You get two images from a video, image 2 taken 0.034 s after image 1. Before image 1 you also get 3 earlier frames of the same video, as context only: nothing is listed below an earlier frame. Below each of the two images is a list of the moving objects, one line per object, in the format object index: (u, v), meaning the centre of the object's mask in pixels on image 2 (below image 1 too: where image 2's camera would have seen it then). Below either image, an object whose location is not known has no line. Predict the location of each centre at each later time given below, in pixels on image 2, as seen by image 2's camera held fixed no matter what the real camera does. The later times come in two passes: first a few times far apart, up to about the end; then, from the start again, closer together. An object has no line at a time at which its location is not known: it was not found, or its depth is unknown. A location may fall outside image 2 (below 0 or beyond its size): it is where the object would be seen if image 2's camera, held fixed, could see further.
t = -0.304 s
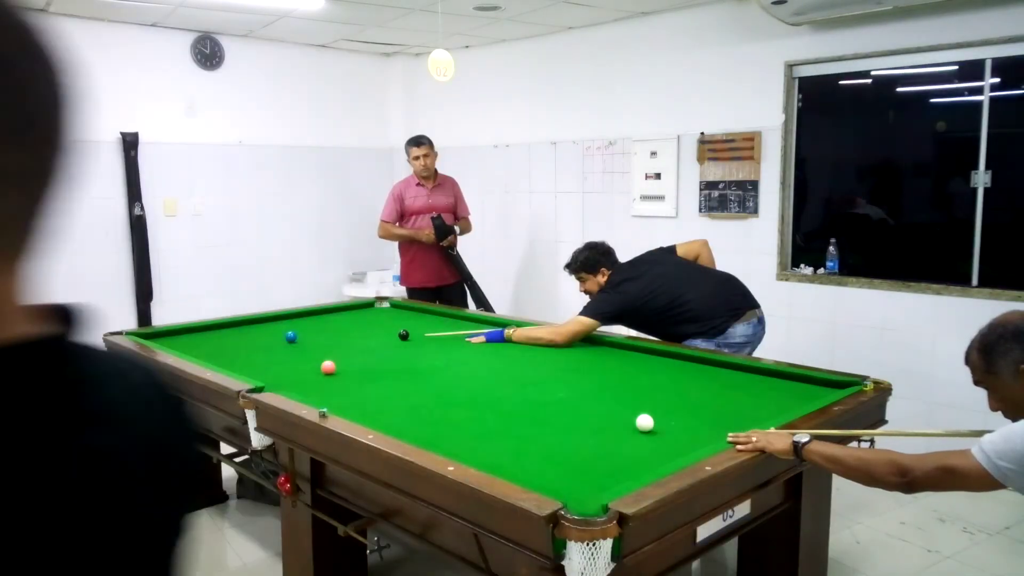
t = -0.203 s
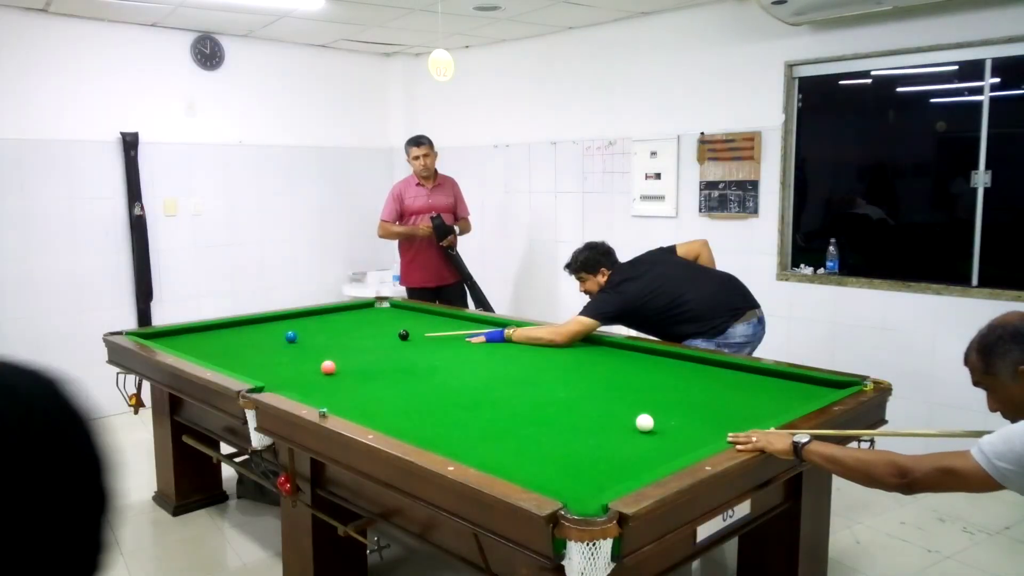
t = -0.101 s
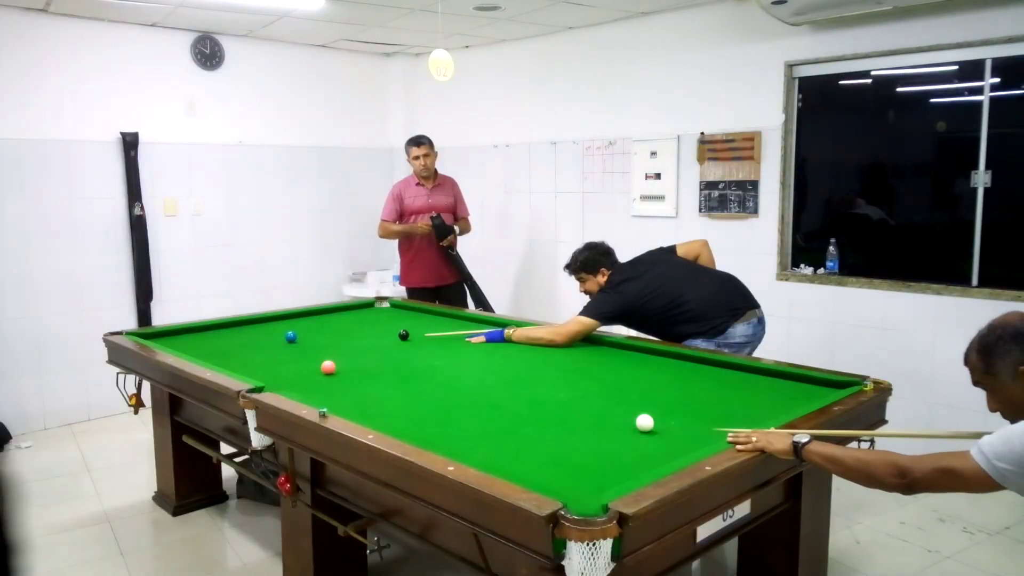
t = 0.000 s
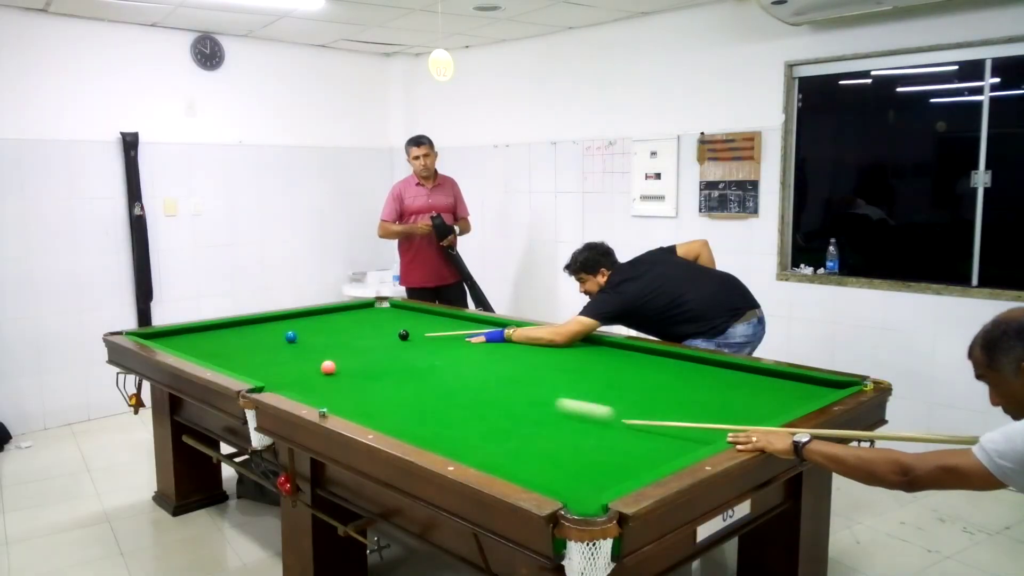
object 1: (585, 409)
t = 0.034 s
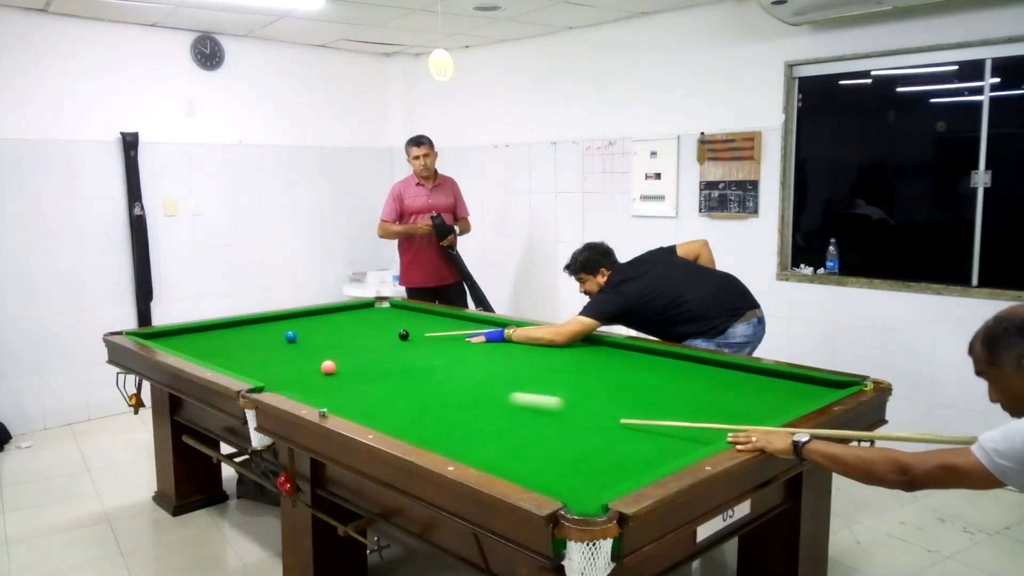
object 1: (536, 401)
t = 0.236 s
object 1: (335, 367)
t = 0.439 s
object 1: (319, 369)
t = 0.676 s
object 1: (302, 370)
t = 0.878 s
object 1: (289, 370)
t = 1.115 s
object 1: (276, 370)
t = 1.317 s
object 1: (266, 370)
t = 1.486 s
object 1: (258, 371)
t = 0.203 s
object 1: (348, 370)
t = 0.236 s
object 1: (335, 367)
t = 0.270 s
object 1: (332, 369)
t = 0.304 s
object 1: (330, 369)
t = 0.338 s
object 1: (327, 369)
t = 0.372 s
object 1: (324, 369)
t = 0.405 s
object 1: (322, 369)
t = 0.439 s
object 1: (319, 369)
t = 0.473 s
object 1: (317, 369)
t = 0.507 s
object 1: (314, 370)
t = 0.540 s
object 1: (312, 370)
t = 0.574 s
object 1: (310, 370)
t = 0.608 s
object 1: (307, 370)
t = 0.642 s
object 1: (305, 370)
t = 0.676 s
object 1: (302, 370)
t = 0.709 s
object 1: (300, 370)
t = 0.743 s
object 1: (298, 370)
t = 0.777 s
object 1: (296, 370)
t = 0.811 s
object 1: (293, 370)
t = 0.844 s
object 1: (291, 370)
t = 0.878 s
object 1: (289, 370)
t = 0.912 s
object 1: (287, 370)
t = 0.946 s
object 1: (285, 370)
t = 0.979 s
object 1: (284, 369)
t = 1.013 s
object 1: (281, 370)
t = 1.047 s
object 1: (280, 370)
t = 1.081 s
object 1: (278, 370)
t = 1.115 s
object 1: (276, 370)
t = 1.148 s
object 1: (274, 370)
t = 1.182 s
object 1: (272, 370)
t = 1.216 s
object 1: (271, 370)
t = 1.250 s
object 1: (269, 370)
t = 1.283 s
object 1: (267, 370)
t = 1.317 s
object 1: (266, 370)
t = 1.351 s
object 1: (264, 371)
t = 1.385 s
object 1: (262, 370)
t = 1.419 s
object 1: (261, 371)
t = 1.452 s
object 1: (259, 371)
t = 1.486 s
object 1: (258, 371)
